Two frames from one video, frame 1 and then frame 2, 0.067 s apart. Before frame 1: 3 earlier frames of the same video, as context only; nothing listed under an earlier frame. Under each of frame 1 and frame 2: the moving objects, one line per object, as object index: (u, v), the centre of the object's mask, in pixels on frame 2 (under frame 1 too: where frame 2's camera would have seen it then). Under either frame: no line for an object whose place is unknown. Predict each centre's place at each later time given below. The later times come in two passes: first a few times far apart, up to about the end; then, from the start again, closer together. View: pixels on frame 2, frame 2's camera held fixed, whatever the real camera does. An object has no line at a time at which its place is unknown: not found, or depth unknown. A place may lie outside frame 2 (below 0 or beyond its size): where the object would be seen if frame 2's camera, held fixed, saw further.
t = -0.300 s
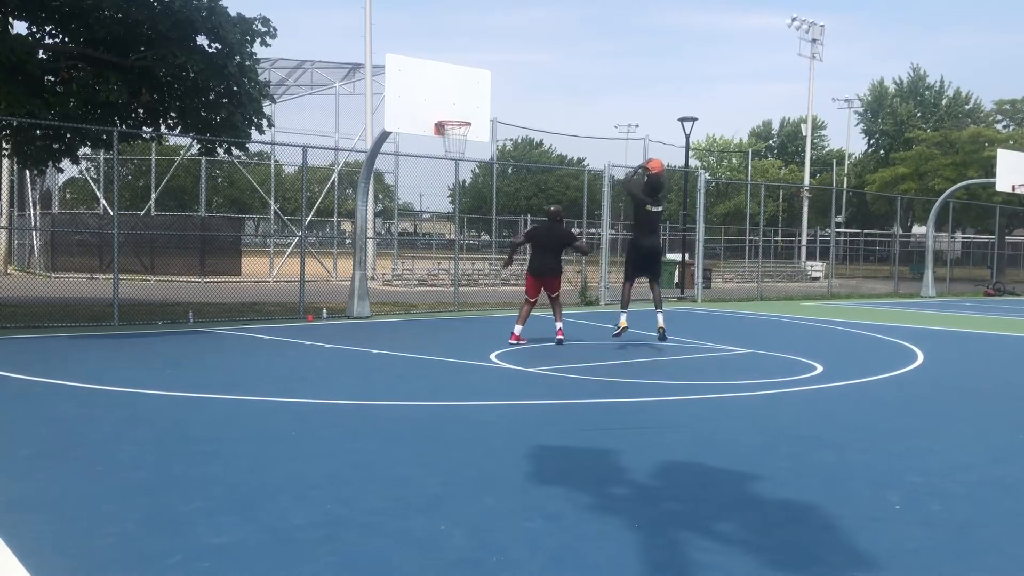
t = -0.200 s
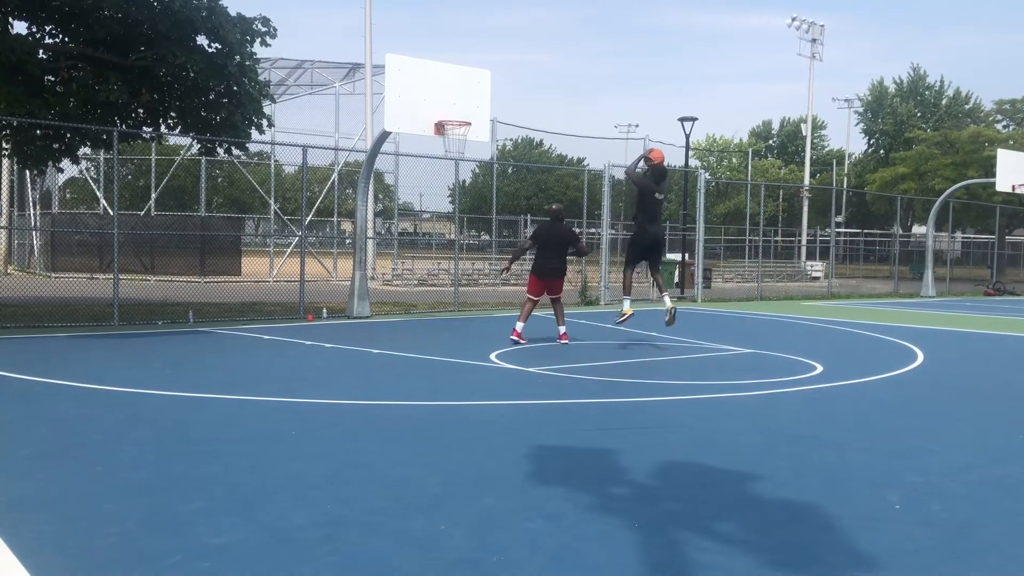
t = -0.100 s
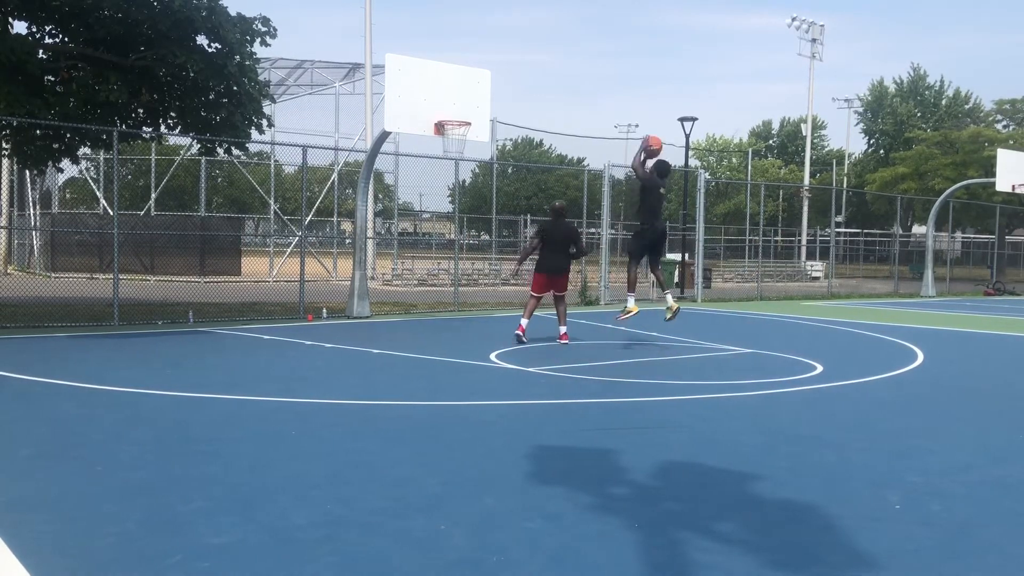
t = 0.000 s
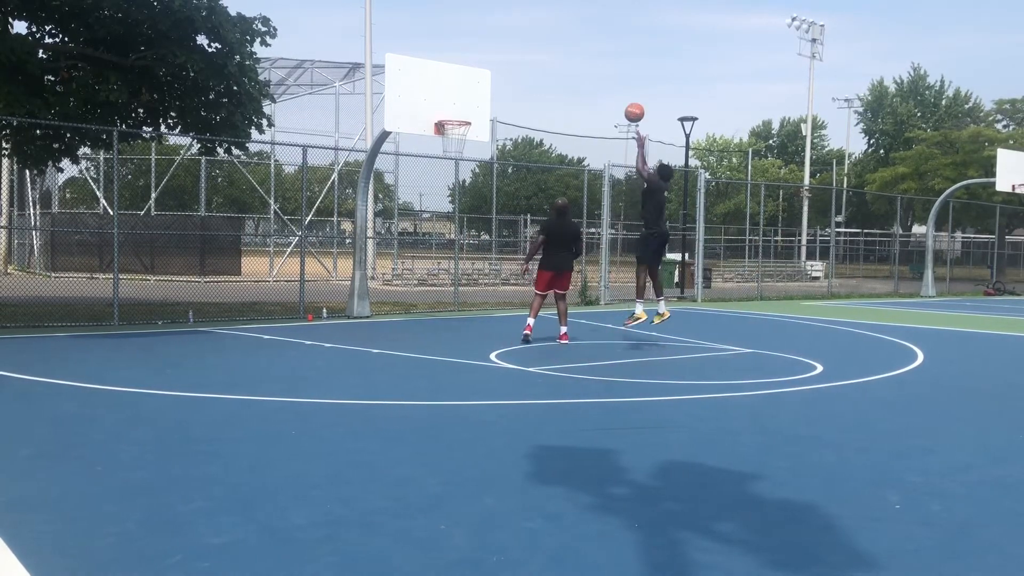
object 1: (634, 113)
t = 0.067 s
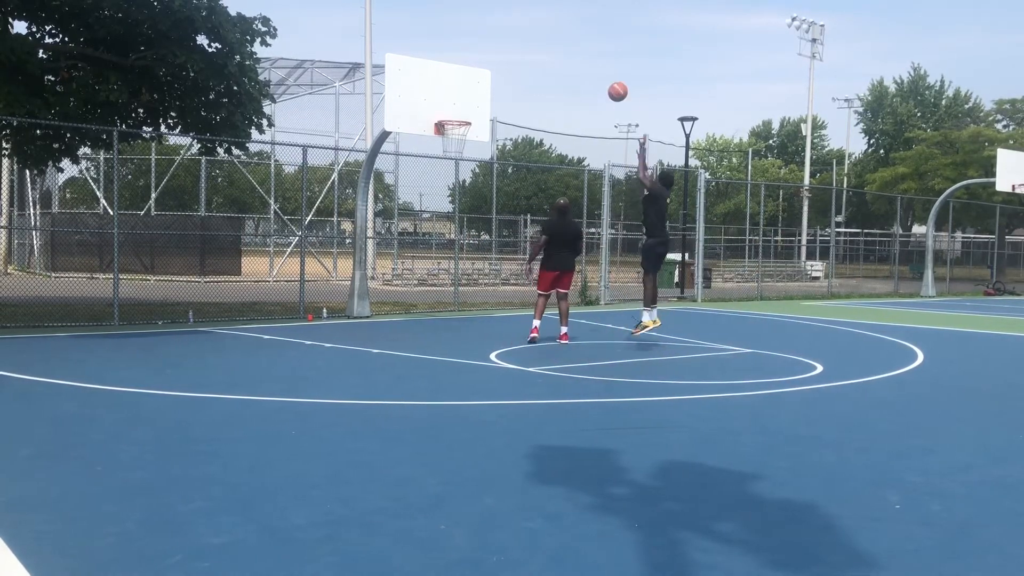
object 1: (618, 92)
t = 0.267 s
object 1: (569, 53)
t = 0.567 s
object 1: (502, 54)
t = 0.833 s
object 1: (449, 106)
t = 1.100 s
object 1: (453, 139)
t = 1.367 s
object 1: (446, 155)
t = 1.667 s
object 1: (440, 217)
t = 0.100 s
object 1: (609, 83)
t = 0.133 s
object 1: (601, 75)
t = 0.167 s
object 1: (593, 68)
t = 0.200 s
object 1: (585, 62)
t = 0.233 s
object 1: (577, 57)
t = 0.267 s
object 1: (569, 53)
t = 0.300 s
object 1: (561, 50)
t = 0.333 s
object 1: (554, 47)
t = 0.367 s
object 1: (546, 46)
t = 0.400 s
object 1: (538, 45)
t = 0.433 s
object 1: (531, 45)
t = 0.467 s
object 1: (524, 46)
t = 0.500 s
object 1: (516, 48)
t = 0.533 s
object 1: (509, 51)
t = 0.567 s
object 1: (502, 54)
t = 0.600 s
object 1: (495, 58)
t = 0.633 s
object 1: (488, 63)
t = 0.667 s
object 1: (482, 68)
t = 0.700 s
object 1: (475, 75)
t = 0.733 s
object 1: (468, 81)
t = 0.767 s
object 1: (462, 89)
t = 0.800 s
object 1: (455, 97)
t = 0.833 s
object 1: (449, 106)
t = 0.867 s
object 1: (453, 111)
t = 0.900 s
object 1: (457, 115)
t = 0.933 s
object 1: (461, 124)
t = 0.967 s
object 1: (462, 129)
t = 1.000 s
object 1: (459, 132)
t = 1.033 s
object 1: (457, 135)
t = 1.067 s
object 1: (455, 137)
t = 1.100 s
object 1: (453, 139)
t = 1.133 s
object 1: (452, 141)
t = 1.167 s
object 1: (450, 143)
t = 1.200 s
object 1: (449, 145)
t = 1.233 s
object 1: (448, 146)
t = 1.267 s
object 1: (448, 148)
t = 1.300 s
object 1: (447, 150)
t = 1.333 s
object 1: (447, 152)
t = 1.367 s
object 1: (446, 155)
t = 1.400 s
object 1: (445, 159)
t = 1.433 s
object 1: (445, 164)
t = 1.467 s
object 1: (444, 169)
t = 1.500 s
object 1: (443, 175)
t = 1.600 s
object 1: (441, 198)
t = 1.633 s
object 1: (441, 207)
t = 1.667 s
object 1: (440, 217)
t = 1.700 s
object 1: (440, 227)
